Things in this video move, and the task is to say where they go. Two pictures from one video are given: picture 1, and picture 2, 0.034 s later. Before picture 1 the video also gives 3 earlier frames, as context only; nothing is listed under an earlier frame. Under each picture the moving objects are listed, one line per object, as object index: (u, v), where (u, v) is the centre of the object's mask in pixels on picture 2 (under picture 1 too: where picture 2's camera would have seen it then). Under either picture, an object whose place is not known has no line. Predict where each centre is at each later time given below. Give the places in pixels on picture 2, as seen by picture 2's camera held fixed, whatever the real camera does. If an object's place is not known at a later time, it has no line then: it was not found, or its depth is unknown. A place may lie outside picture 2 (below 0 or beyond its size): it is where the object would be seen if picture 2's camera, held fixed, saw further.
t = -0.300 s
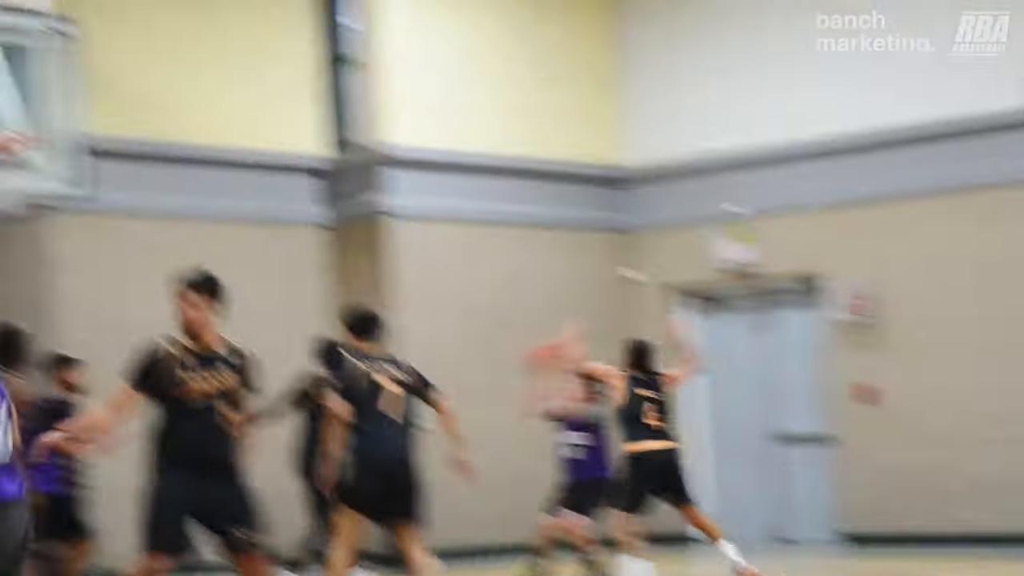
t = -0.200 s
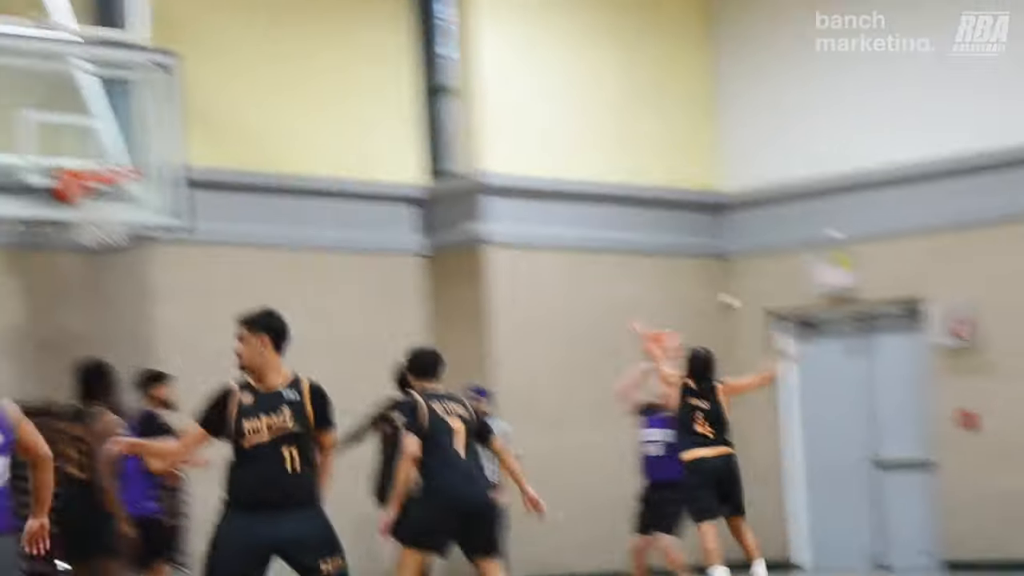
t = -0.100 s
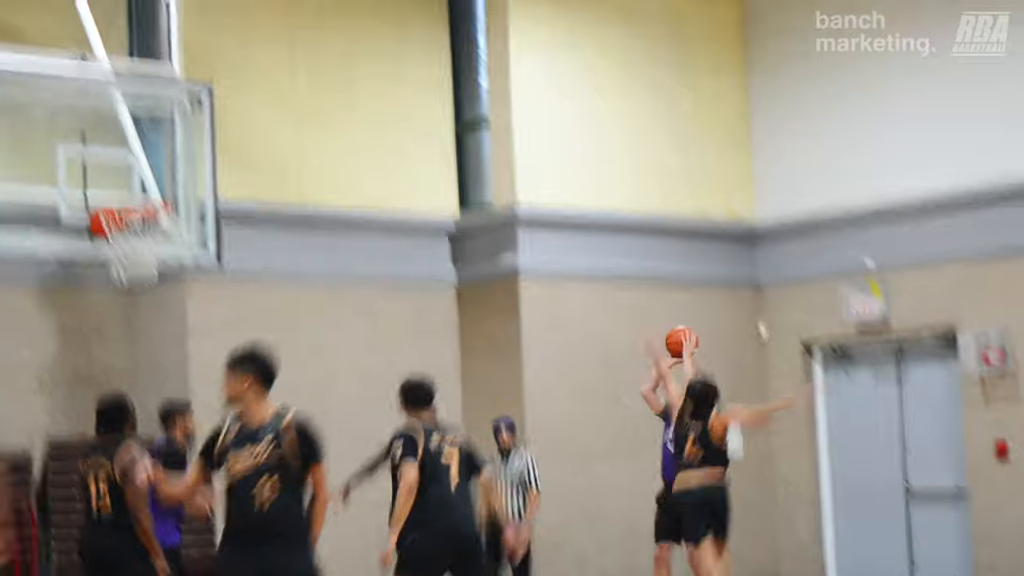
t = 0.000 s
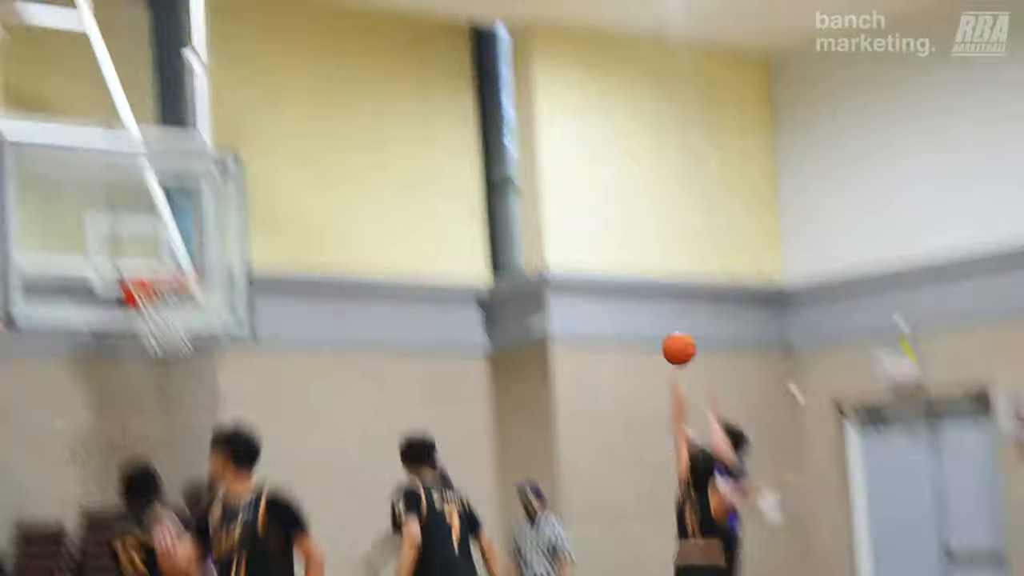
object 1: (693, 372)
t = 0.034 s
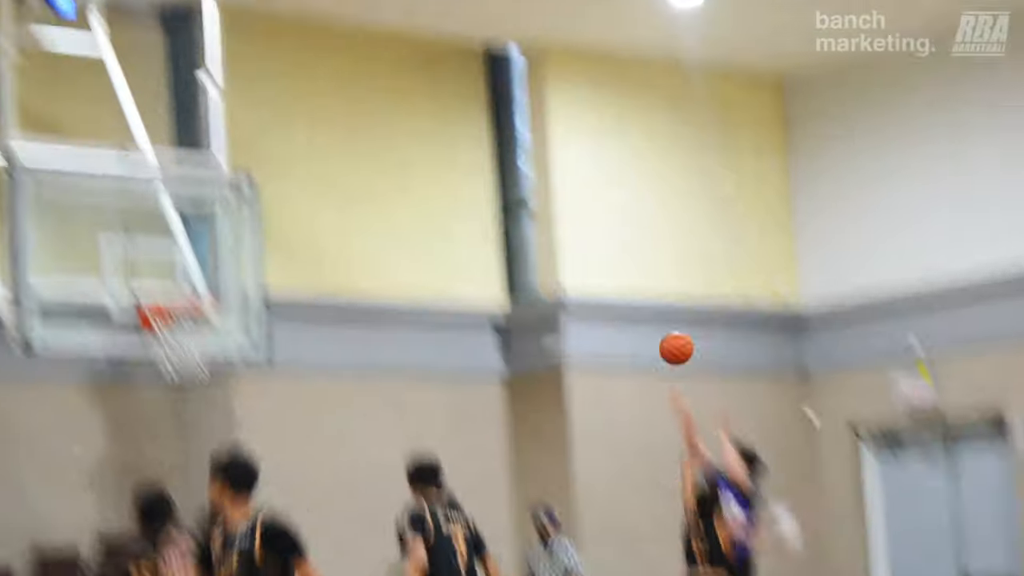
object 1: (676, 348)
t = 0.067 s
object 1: (658, 325)
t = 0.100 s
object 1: (640, 305)
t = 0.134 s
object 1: (621, 287)
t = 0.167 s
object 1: (605, 270)
